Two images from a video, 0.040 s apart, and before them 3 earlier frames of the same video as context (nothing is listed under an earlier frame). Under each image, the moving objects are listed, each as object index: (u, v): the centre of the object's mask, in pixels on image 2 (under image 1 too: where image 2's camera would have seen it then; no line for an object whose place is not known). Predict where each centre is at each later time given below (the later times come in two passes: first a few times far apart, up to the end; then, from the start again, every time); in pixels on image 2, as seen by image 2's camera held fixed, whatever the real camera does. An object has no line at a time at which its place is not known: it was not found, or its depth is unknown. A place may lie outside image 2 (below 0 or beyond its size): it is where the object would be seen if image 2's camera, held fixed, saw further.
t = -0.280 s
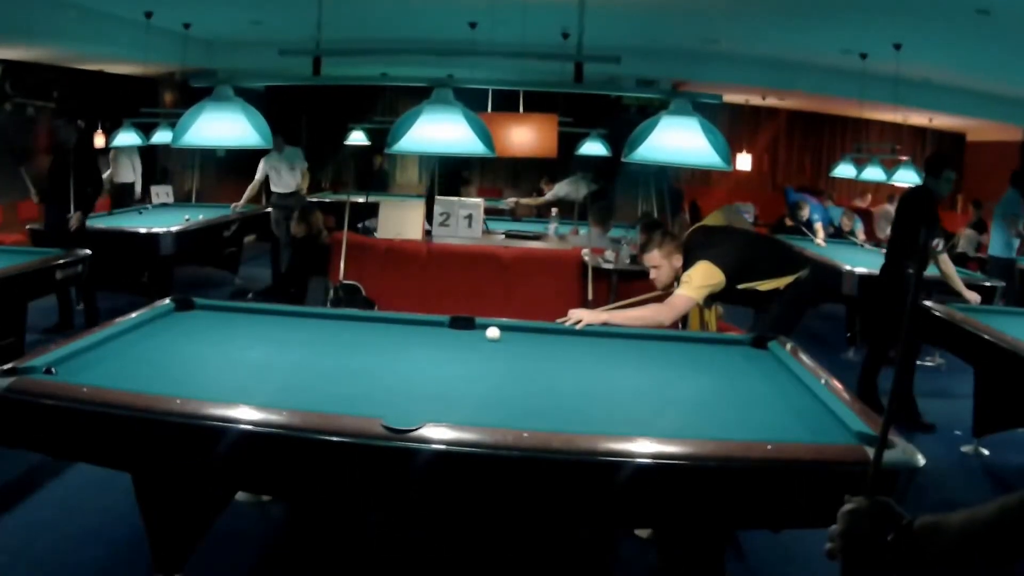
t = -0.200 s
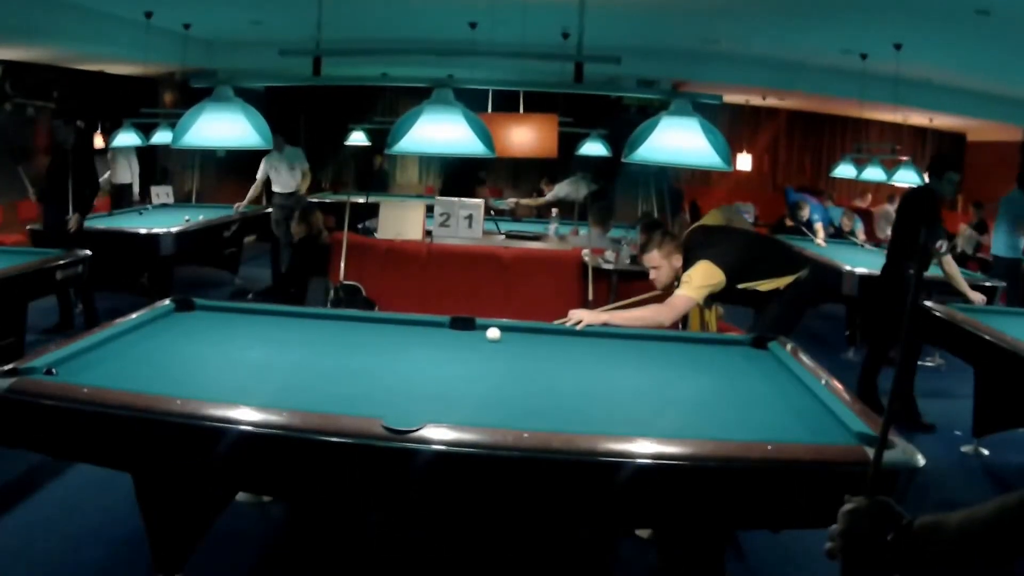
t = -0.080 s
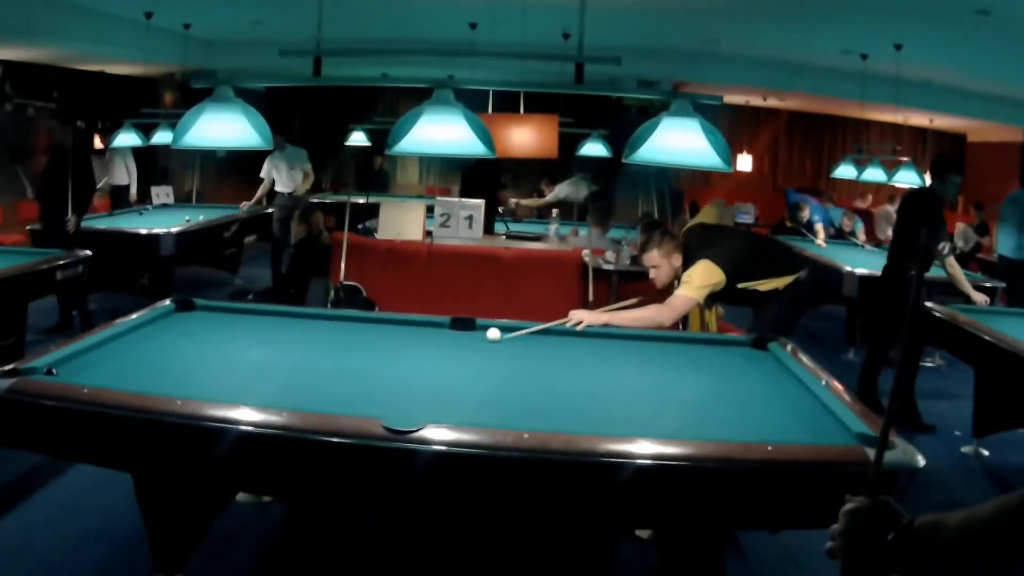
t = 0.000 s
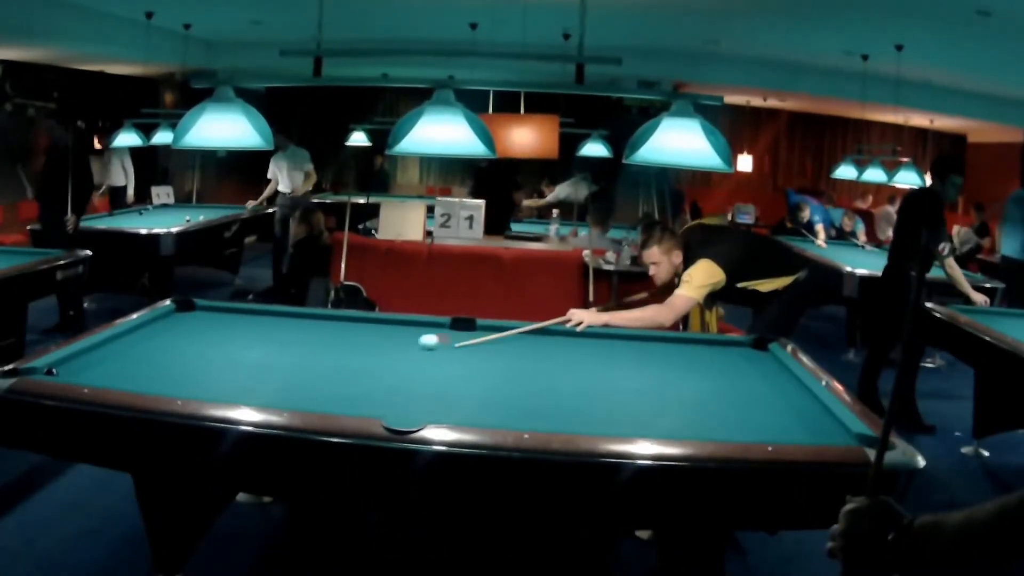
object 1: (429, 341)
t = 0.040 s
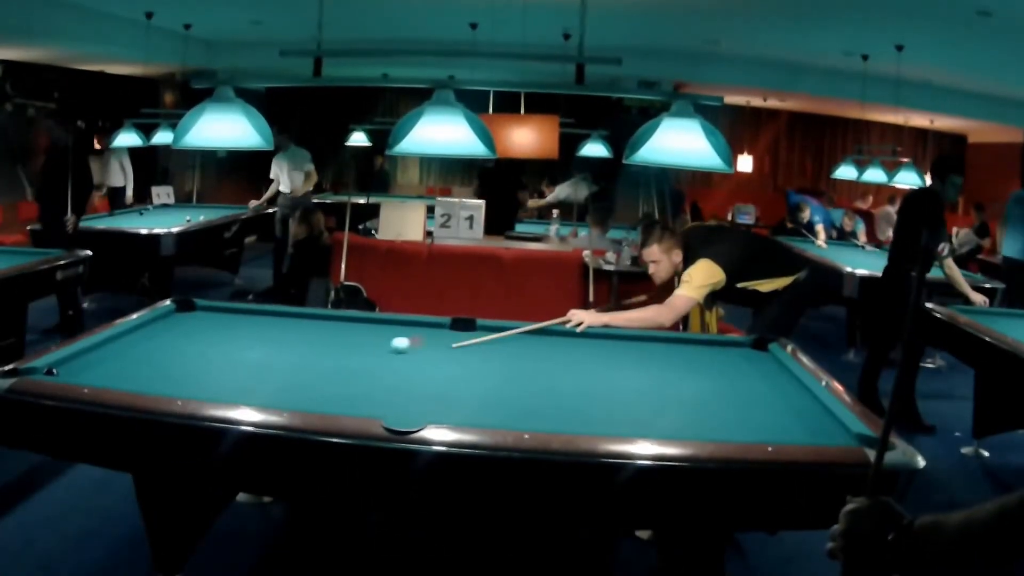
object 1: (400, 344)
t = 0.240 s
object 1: (231, 361)
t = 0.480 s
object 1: (68, 373)
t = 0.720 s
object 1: (79, 375)
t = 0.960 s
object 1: (89, 376)
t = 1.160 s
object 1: (96, 376)
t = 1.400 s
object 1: (103, 376)
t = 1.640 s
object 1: (109, 377)
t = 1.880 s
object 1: (113, 376)
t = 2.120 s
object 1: (116, 375)
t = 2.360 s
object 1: (116, 374)
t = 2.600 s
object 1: (116, 374)
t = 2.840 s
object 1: (116, 375)
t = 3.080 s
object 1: (116, 375)
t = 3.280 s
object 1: (117, 375)
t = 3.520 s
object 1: (118, 376)
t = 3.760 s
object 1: (118, 374)
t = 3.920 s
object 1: (119, 374)
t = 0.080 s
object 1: (358, 349)
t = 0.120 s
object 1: (330, 351)
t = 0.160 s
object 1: (288, 355)
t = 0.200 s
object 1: (259, 358)
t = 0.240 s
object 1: (231, 361)
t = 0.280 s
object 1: (190, 365)
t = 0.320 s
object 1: (164, 366)
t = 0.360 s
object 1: (127, 369)
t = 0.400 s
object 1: (101, 372)
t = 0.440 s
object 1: (77, 372)
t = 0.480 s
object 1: (68, 373)
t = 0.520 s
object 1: (70, 373)
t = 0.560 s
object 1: (72, 374)
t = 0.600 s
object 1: (73, 374)
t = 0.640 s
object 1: (75, 374)
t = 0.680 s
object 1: (77, 374)
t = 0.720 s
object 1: (79, 375)
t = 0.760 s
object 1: (81, 375)
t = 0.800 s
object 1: (83, 375)
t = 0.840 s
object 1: (84, 376)
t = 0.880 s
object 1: (86, 376)
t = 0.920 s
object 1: (87, 376)
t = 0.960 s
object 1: (89, 376)
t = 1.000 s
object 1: (90, 376)
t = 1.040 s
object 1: (92, 376)
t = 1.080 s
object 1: (93, 376)
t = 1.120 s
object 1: (95, 376)
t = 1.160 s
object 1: (96, 376)
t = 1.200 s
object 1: (98, 376)
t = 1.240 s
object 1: (99, 376)
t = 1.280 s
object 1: (100, 376)
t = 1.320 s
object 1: (101, 376)
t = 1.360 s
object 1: (103, 376)
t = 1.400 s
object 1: (103, 376)
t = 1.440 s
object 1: (104, 376)
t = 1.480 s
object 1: (106, 376)
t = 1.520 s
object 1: (106, 377)
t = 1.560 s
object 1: (108, 376)
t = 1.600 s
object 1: (108, 377)
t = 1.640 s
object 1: (109, 377)
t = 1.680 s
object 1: (110, 376)
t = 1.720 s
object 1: (111, 377)
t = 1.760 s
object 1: (112, 376)
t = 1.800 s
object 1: (112, 376)
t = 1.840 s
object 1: (113, 376)
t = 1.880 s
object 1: (113, 376)
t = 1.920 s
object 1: (114, 376)
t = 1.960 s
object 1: (115, 376)
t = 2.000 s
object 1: (115, 376)
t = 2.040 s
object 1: (115, 375)
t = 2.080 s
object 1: (116, 375)
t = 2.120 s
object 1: (116, 375)
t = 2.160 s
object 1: (116, 375)
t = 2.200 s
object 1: (116, 375)
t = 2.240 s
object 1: (116, 375)
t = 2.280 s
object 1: (116, 374)
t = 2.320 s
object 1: (116, 374)
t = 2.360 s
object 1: (116, 374)
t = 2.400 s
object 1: (116, 374)
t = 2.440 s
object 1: (116, 374)
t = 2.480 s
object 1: (116, 374)
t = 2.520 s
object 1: (116, 374)
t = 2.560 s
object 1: (116, 374)
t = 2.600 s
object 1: (116, 374)
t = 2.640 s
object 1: (116, 374)
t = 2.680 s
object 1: (116, 374)
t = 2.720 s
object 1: (116, 374)
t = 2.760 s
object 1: (116, 375)
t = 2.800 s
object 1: (116, 375)
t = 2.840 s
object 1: (116, 375)
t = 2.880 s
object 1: (116, 375)
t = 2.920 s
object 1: (116, 375)
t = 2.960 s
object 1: (116, 375)
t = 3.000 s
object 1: (116, 375)
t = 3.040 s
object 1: (116, 375)
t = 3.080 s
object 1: (116, 375)
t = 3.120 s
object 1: (116, 375)
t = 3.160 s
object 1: (116, 375)
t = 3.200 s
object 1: (116, 375)
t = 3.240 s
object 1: (116, 375)
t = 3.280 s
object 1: (117, 375)
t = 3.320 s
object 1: (117, 376)
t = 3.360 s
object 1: (117, 376)
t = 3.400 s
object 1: (117, 376)
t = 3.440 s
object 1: (118, 376)
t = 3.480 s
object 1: (118, 375)
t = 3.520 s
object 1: (118, 376)
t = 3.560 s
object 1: (118, 375)
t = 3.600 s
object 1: (118, 375)
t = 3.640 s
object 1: (118, 375)
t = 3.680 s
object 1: (118, 375)
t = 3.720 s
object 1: (118, 375)
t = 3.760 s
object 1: (118, 374)
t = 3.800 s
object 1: (118, 374)
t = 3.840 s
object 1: (118, 374)
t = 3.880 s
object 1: (118, 374)
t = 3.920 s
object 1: (119, 374)
